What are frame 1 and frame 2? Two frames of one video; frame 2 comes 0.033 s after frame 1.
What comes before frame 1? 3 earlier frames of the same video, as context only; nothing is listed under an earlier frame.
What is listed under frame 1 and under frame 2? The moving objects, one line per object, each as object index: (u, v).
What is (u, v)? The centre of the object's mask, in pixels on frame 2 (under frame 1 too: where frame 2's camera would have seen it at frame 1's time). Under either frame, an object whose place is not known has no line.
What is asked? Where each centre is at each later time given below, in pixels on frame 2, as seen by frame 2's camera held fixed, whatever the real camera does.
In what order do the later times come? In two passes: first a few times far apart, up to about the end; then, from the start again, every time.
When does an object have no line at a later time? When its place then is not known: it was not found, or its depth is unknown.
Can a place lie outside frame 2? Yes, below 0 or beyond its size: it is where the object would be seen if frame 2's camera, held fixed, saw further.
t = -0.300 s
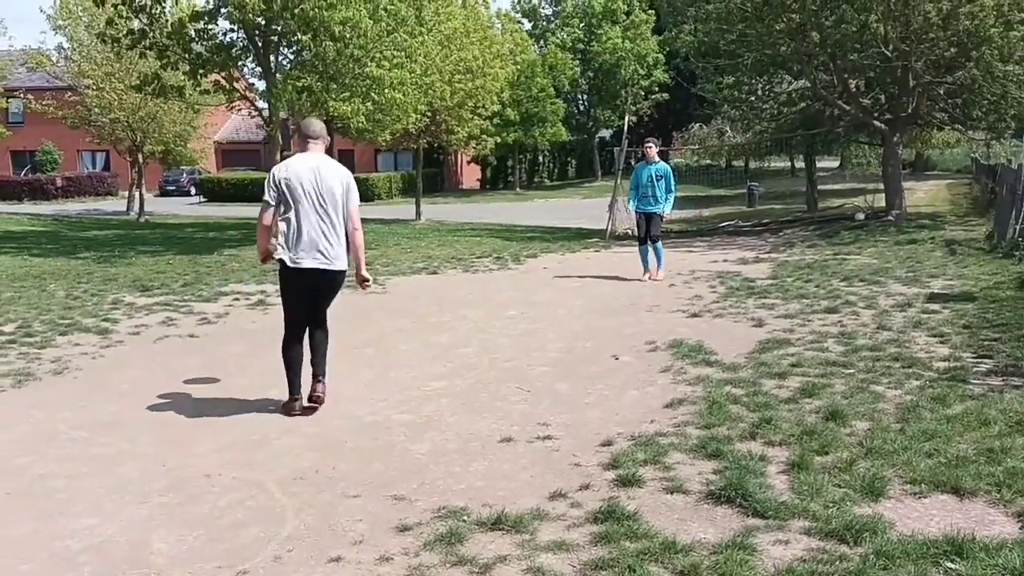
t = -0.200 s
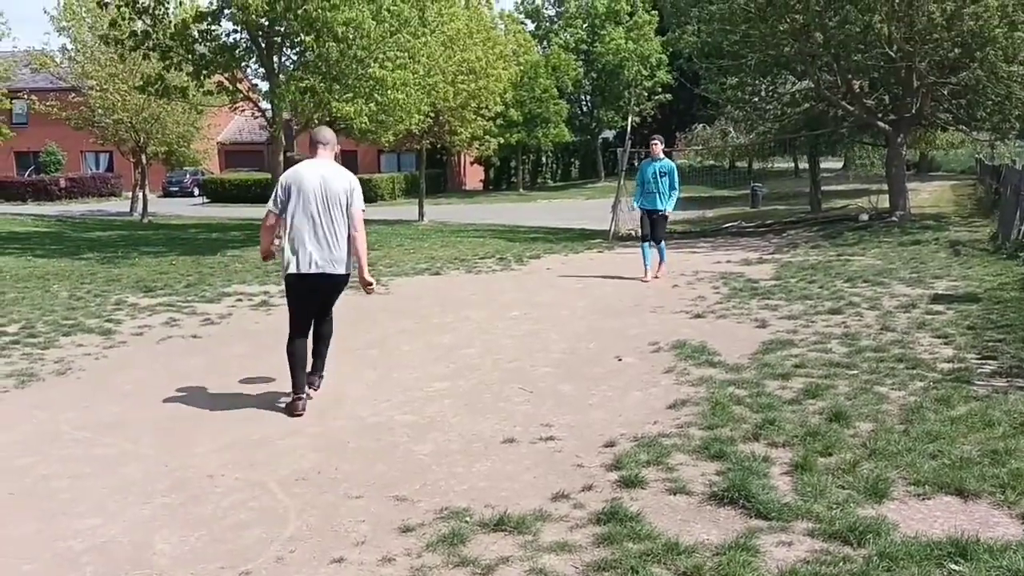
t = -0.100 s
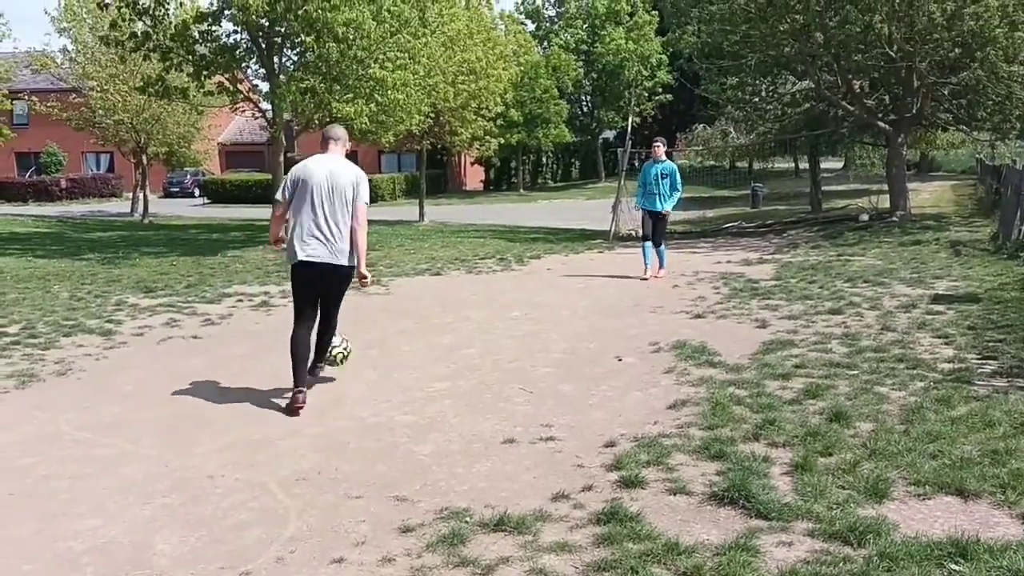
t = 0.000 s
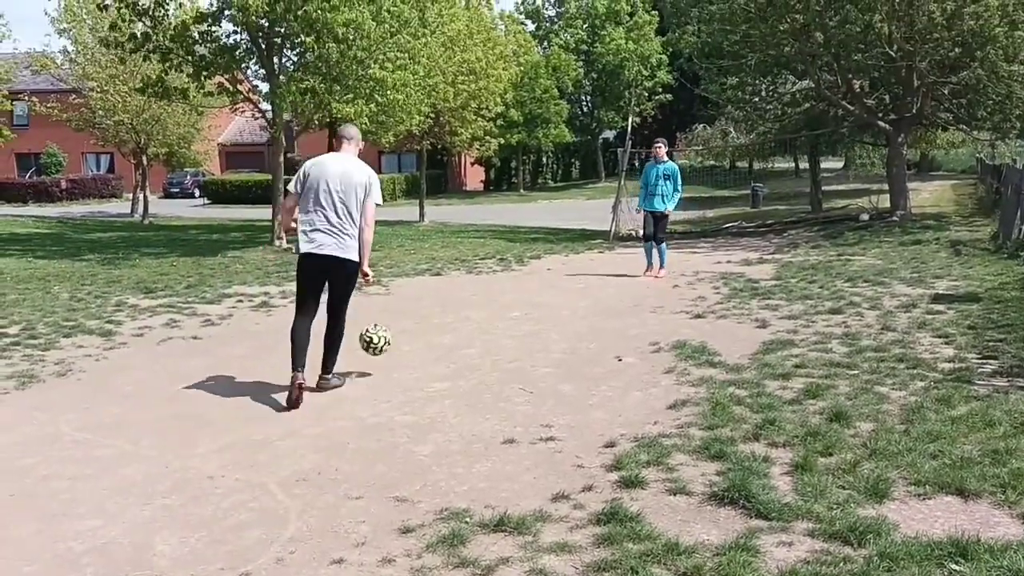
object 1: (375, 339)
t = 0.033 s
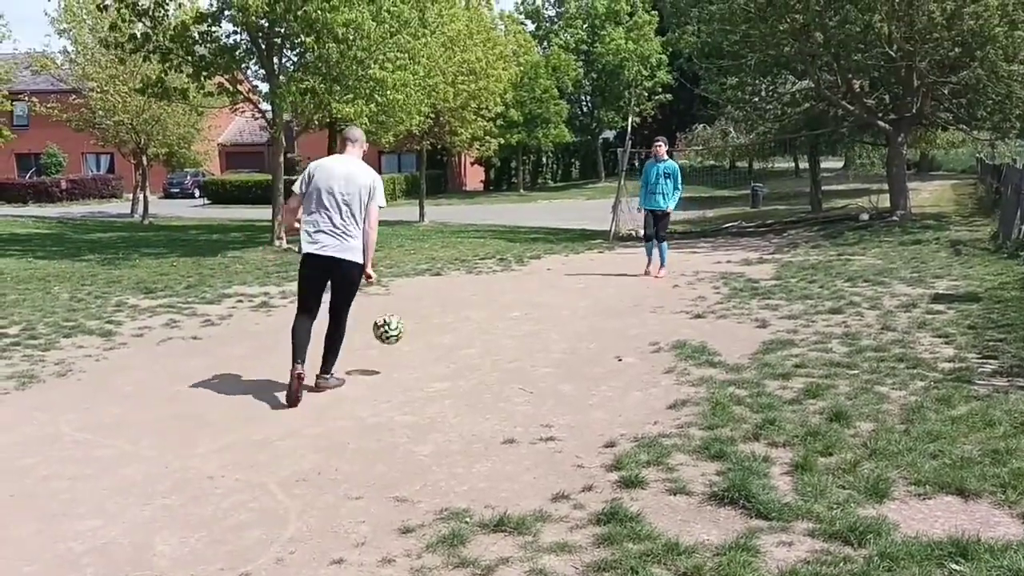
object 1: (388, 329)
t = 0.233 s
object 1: (468, 297)
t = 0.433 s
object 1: (542, 321)
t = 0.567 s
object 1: (587, 320)
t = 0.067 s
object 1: (402, 320)
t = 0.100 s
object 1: (416, 312)
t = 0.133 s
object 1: (429, 306)
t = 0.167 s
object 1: (442, 301)
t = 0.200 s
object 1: (455, 299)
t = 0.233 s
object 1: (468, 297)
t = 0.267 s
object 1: (480, 298)
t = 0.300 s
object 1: (493, 299)
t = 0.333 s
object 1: (505, 302)
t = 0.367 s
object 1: (518, 307)
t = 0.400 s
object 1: (530, 313)
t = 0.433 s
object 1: (542, 321)
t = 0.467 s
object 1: (554, 329)
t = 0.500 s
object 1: (565, 339)
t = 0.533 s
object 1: (576, 329)
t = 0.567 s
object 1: (587, 320)
